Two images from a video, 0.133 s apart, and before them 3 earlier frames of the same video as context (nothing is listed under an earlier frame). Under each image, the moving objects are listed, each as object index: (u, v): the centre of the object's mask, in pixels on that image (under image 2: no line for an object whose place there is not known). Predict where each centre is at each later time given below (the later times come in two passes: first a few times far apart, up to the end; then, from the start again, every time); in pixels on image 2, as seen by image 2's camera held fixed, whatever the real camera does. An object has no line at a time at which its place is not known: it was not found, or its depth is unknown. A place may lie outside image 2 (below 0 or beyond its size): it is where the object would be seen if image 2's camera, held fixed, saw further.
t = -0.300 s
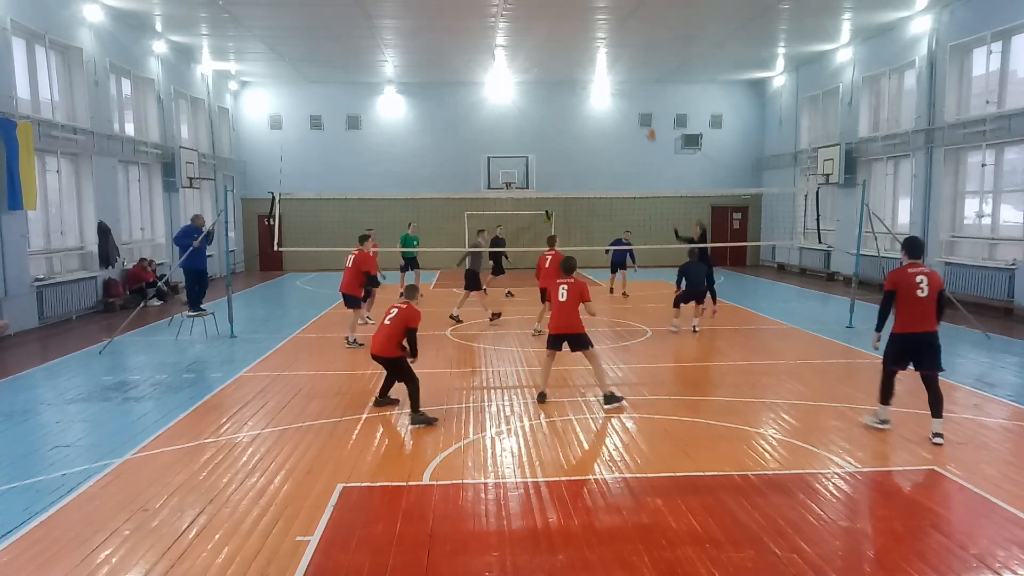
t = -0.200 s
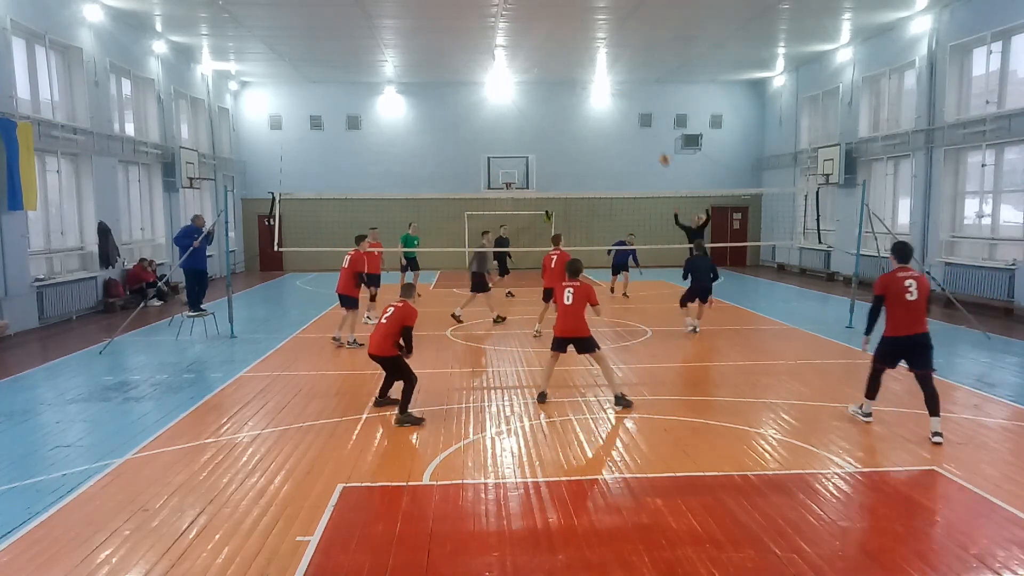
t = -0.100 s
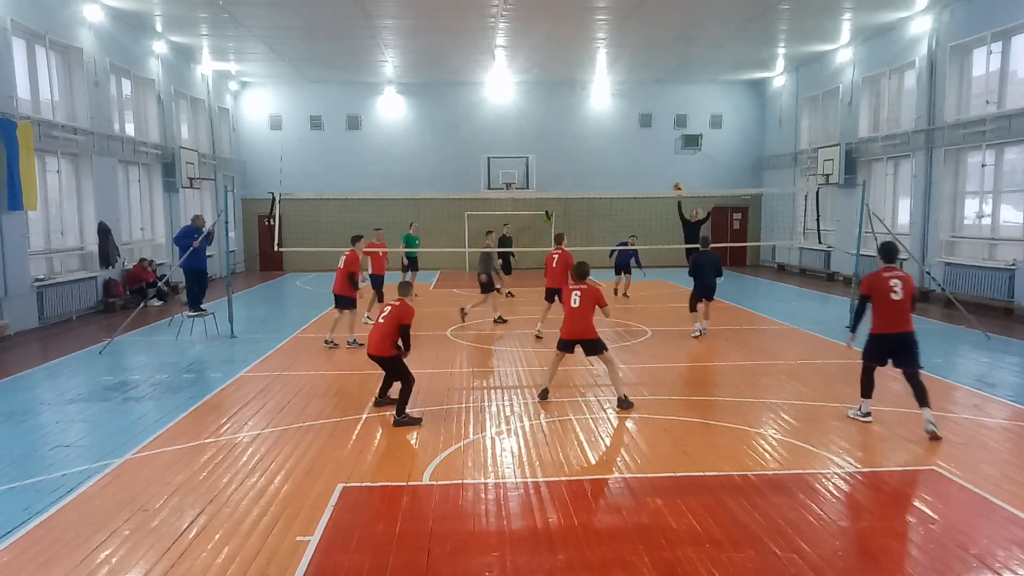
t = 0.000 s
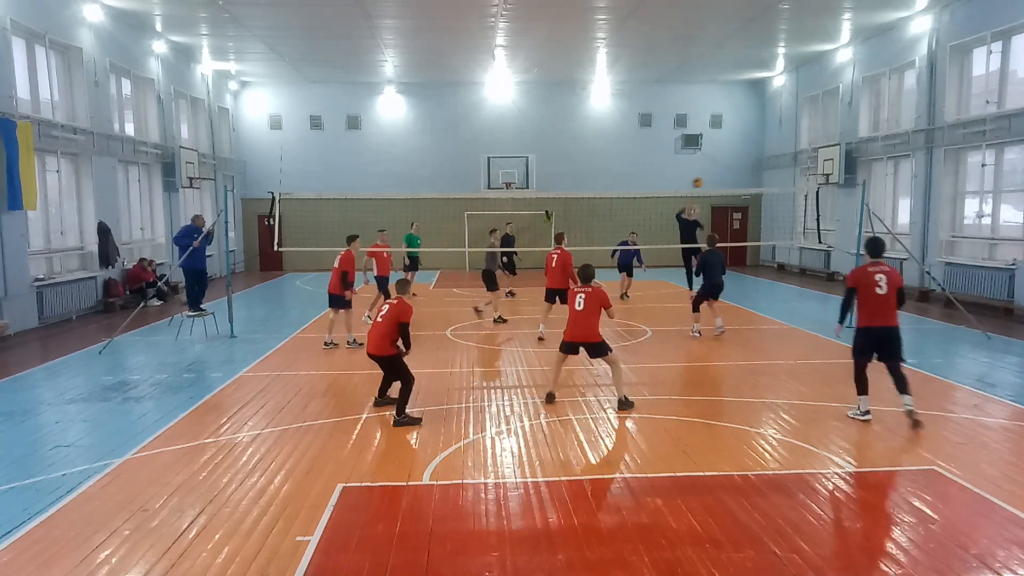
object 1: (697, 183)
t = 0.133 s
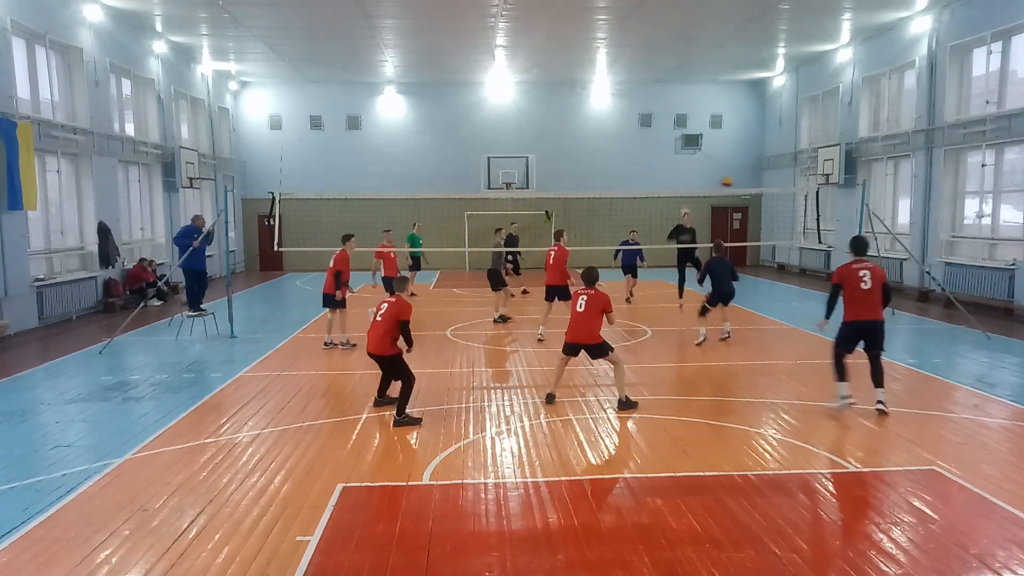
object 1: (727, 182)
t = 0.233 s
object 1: (748, 189)
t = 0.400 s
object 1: (787, 214)
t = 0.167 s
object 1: (734, 184)
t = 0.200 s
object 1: (741, 187)
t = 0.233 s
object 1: (748, 189)
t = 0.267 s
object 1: (756, 193)
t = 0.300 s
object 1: (762, 197)
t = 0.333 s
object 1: (772, 202)
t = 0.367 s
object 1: (779, 207)
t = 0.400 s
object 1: (787, 214)
